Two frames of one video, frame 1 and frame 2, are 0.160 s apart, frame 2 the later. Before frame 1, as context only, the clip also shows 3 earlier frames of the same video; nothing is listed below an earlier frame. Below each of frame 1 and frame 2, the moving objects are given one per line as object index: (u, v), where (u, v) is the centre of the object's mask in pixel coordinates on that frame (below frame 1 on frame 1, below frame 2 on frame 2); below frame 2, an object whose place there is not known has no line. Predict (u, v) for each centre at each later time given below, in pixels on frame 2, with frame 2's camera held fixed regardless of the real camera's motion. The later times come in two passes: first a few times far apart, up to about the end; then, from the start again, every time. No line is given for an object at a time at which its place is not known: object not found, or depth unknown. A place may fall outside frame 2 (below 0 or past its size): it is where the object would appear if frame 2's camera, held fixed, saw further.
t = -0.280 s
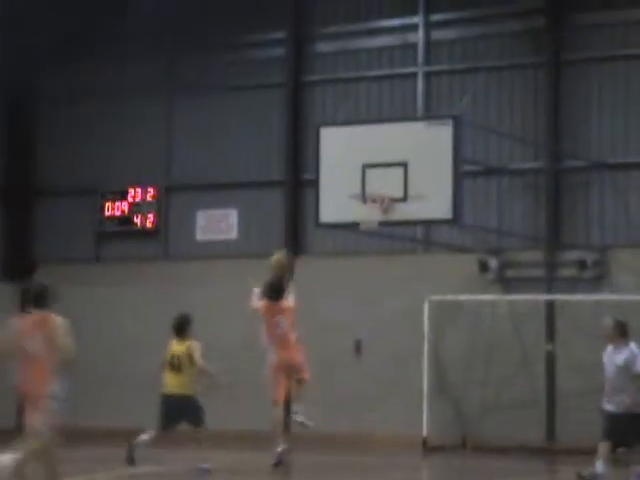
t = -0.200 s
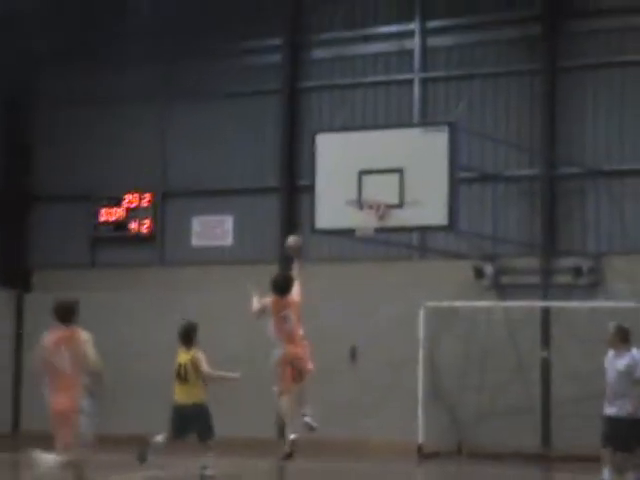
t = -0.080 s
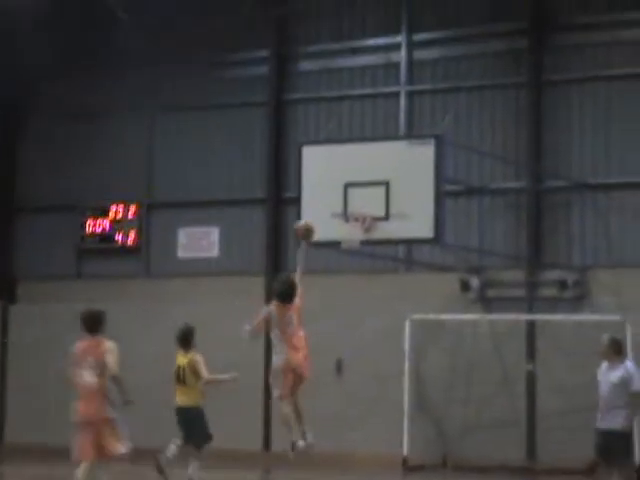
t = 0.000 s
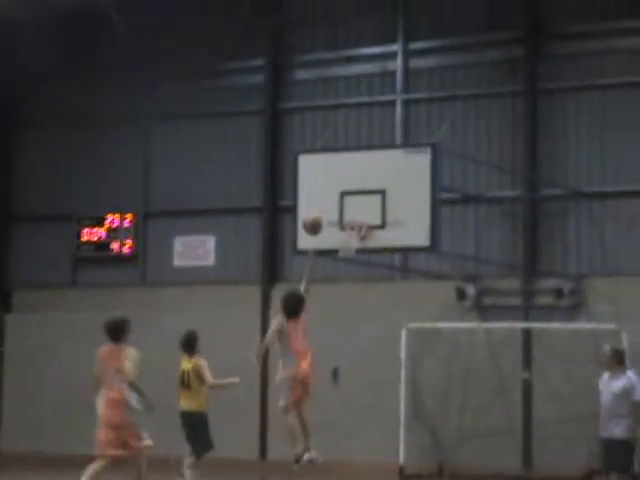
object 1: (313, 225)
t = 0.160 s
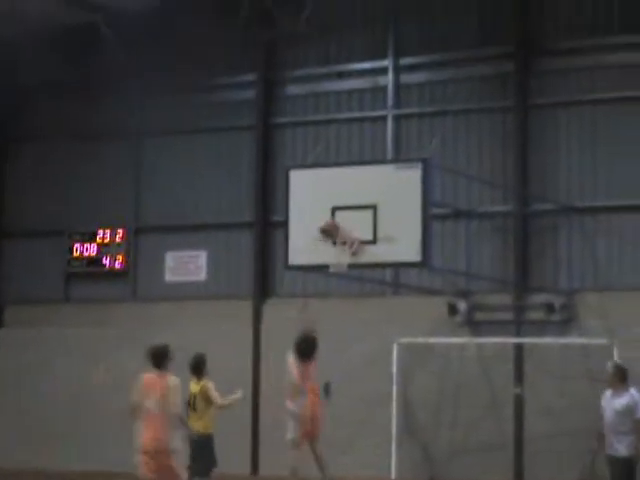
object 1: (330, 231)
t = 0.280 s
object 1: (330, 229)
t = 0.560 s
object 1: (335, 251)
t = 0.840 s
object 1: (339, 275)
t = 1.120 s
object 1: (356, 342)
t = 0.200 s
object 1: (330, 229)
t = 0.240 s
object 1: (329, 228)
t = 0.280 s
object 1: (330, 229)
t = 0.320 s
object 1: (330, 229)
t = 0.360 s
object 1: (332, 231)
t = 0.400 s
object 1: (332, 232)
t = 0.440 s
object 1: (332, 233)
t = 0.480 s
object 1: (333, 238)
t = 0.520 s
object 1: (333, 245)
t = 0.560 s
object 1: (335, 251)
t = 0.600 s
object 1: (336, 260)
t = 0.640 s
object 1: (337, 259)
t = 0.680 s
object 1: (338, 261)
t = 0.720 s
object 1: (339, 261)
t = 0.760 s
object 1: (336, 268)
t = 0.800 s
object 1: (338, 267)
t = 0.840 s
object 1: (339, 275)
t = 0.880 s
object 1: (340, 282)
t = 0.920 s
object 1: (342, 289)
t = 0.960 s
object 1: (343, 298)
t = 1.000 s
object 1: (343, 310)
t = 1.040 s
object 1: (344, 322)
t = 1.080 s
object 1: (349, 329)
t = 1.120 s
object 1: (356, 342)
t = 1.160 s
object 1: (363, 356)
